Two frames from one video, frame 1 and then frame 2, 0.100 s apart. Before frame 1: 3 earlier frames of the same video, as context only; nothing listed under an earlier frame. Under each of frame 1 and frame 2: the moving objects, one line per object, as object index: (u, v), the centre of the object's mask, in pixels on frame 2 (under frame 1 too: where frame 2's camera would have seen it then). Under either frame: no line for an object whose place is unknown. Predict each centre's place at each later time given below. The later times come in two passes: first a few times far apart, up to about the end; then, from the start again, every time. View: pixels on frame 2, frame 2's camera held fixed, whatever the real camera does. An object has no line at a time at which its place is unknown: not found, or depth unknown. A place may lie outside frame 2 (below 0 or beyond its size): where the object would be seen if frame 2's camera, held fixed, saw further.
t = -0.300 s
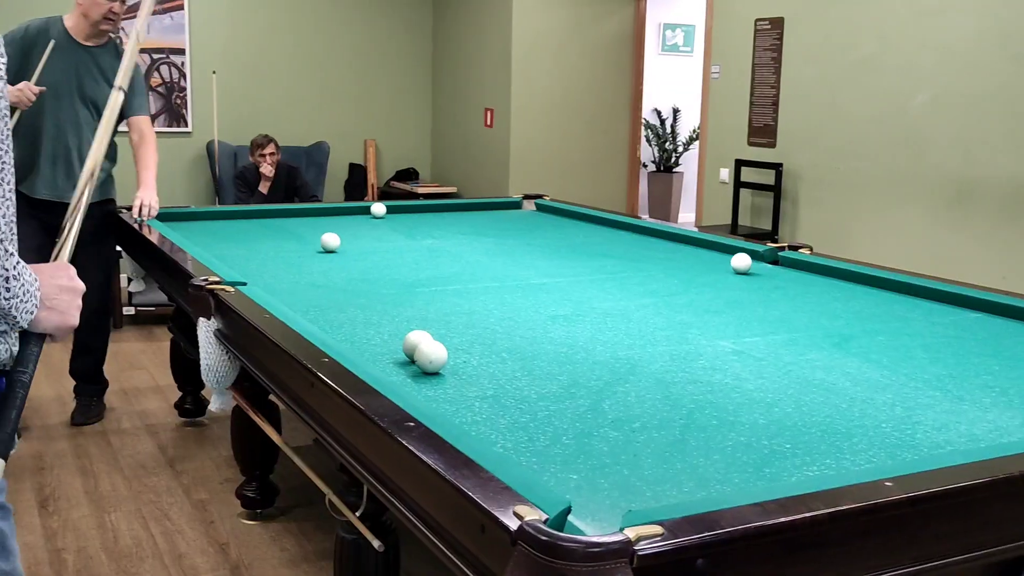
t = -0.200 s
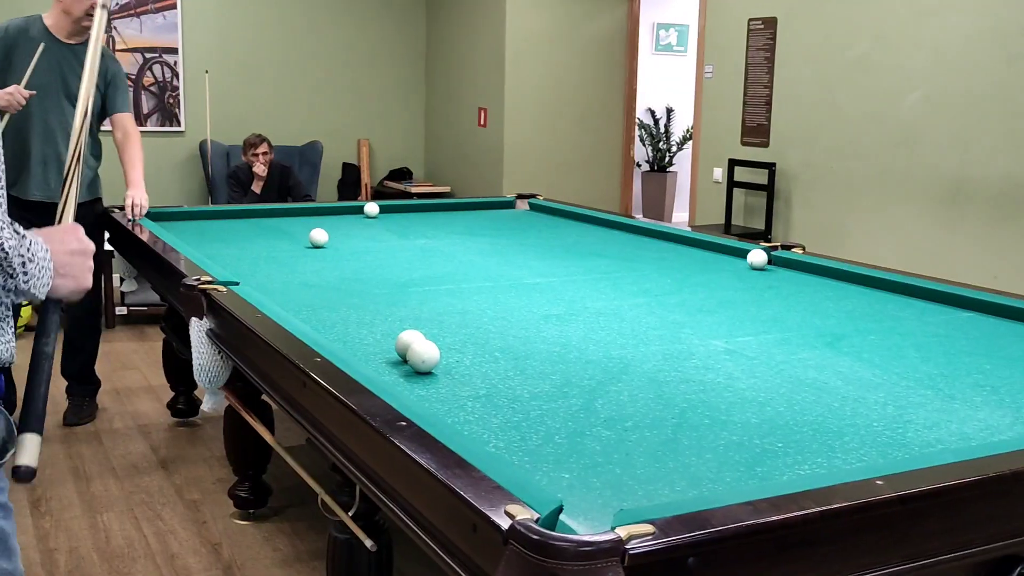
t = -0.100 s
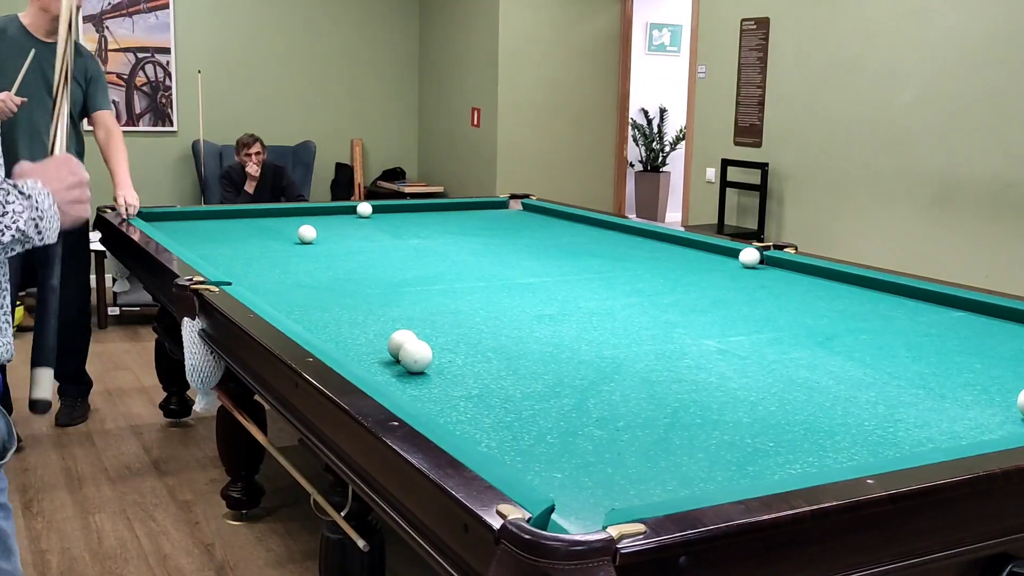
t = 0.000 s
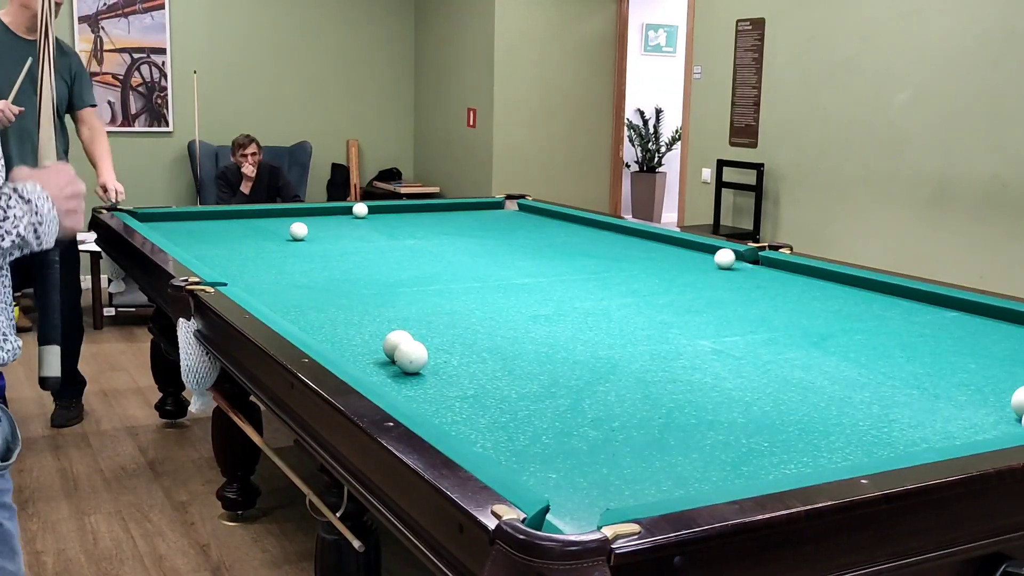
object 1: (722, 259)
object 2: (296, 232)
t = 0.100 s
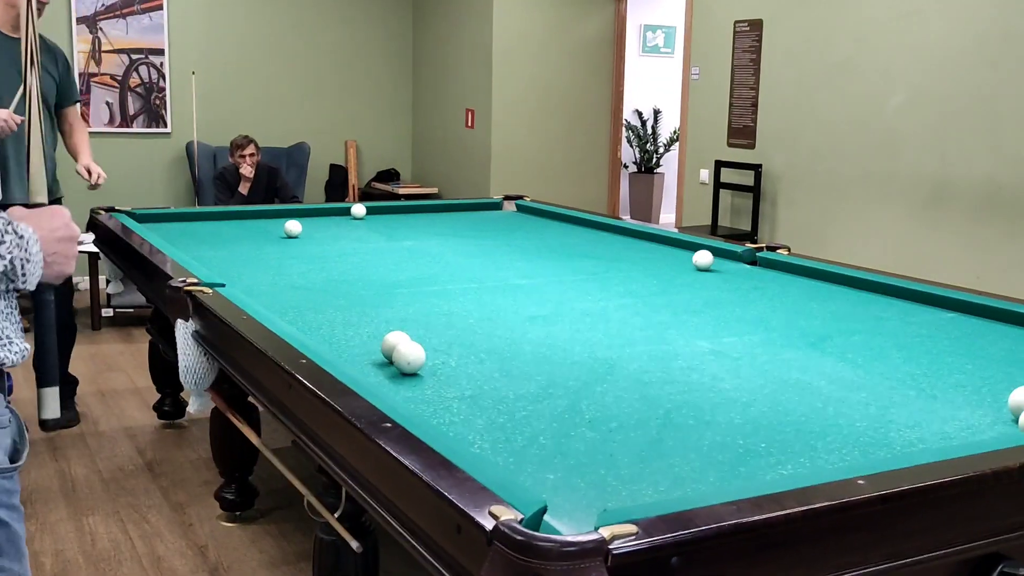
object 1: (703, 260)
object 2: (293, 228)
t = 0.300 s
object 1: (661, 260)
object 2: (286, 221)
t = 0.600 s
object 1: (604, 263)
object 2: (276, 214)
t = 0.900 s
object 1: (545, 264)
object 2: (284, 214)
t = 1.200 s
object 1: (486, 266)
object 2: (302, 218)
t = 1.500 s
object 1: (428, 268)
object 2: (320, 222)
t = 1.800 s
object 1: (370, 269)
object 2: (337, 226)
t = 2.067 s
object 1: (318, 271)
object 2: (353, 230)
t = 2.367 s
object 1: (260, 272)
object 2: (371, 234)
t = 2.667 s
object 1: (230, 272)
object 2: (388, 238)
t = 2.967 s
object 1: (260, 270)
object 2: (405, 242)
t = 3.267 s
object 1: (288, 268)
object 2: (422, 246)
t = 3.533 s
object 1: (311, 265)
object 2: (436, 249)
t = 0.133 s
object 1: (697, 260)
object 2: (291, 227)
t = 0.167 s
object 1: (692, 260)
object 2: (289, 225)
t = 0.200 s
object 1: (684, 261)
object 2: (289, 225)
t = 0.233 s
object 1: (677, 261)
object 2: (288, 224)
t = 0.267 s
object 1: (669, 261)
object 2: (287, 223)
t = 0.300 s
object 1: (661, 260)
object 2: (286, 221)
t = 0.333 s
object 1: (657, 261)
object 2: (284, 221)
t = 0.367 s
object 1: (650, 261)
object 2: (283, 220)
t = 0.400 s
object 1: (644, 262)
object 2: (282, 219)
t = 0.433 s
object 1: (637, 262)
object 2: (281, 218)
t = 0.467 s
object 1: (631, 262)
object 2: (280, 217)
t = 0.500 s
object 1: (624, 262)
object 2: (279, 216)
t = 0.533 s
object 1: (618, 262)
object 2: (278, 216)
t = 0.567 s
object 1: (611, 262)
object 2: (277, 215)
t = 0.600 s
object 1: (604, 263)
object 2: (276, 214)
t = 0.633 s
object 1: (598, 263)
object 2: (275, 213)
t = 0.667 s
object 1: (591, 263)
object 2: (274, 212)
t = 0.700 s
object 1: (585, 263)
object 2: (273, 211)
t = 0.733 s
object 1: (578, 263)
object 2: (275, 212)
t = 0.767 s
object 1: (572, 264)
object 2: (277, 212)
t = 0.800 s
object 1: (565, 264)
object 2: (279, 213)
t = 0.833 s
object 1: (559, 264)
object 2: (281, 213)
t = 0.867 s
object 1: (552, 264)
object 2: (283, 213)
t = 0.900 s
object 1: (545, 264)
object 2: (284, 214)
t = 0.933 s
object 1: (539, 265)
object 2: (286, 214)
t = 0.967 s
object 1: (532, 265)
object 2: (288, 215)
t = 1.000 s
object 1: (526, 265)
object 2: (290, 215)
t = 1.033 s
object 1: (519, 265)
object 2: (292, 216)
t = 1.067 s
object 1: (513, 265)
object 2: (294, 216)
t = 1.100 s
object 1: (506, 265)
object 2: (296, 217)
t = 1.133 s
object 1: (500, 266)
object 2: (298, 217)
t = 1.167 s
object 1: (493, 266)
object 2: (300, 217)
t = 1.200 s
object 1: (486, 266)
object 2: (302, 218)
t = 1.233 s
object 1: (480, 266)
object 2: (304, 218)
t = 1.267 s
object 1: (473, 266)
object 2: (306, 219)
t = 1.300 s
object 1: (467, 267)
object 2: (308, 219)
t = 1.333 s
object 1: (461, 267)
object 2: (310, 220)
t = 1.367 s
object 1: (454, 267)
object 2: (312, 220)
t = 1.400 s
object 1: (447, 267)
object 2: (314, 221)
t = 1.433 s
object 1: (441, 267)
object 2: (316, 221)
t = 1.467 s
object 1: (434, 267)
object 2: (318, 221)
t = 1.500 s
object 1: (428, 268)
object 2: (320, 222)
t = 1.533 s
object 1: (421, 268)
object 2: (322, 222)
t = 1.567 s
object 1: (415, 268)
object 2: (324, 223)
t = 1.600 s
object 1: (408, 268)
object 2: (326, 223)
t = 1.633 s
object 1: (402, 268)
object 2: (328, 224)
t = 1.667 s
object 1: (395, 268)
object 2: (330, 224)
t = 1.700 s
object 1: (389, 269)
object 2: (331, 225)
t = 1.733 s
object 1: (383, 269)
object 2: (334, 225)
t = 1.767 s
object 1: (376, 269)
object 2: (336, 225)
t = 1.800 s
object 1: (370, 269)
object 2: (337, 226)
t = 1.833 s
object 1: (363, 269)
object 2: (339, 226)
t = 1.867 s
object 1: (356, 270)
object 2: (341, 227)
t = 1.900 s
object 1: (350, 270)
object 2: (343, 227)
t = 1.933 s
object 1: (343, 270)
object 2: (345, 228)
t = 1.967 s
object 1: (337, 270)
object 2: (347, 228)
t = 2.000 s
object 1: (331, 270)
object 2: (349, 229)
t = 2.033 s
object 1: (324, 270)
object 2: (351, 229)
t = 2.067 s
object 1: (318, 271)
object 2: (353, 230)
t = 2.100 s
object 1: (311, 271)
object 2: (355, 230)
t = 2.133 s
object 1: (305, 271)
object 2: (357, 230)
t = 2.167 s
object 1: (298, 271)
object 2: (359, 231)
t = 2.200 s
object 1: (292, 272)
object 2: (361, 231)
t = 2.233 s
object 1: (286, 271)
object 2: (363, 232)
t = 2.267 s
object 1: (279, 271)
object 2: (365, 232)
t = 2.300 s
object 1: (273, 272)
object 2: (367, 233)
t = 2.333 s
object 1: (267, 272)
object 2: (369, 233)
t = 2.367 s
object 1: (260, 272)
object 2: (371, 234)
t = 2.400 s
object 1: (254, 273)
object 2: (373, 234)
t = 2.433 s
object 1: (248, 273)
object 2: (375, 235)
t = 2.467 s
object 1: (241, 273)
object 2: (377, 235)
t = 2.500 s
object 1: (235, 273)
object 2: (379, 235)
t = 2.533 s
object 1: (229, 273)
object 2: (381, 236)
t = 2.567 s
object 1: (224, 272)
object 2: (382, 236)
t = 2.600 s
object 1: (224, 271)
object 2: (384, 237)
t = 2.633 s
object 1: (227, 272)
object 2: (386, 237)
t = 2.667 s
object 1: (230, 272)
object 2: (388, 238)
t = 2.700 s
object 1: (233, 272)
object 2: (390, 238)
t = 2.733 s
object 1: (237, 272)
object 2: (392, 239)
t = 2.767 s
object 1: (240, 272)
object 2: (394, 239)
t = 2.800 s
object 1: (244, 271)
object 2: (396, 240)
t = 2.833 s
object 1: (247, 271)
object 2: (398, 240)
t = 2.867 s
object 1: (251, 271)
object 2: (400, 241)
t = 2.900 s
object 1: (254, 270)
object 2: (401, 241)
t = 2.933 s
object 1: (257, 270)
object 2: (403, 241)
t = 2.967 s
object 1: (260, 270)
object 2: (405, 242)
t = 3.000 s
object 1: (264, 269)
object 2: (407, 242)
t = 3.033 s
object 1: (267, 269)
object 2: (409, 243)
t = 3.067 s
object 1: (270, 269)
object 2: (411, 243)
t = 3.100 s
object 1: (273, 269)
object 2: (413, 244)
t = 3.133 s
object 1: (276, 269)
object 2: (414, 244)
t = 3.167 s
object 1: (279, 268)
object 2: (416, 245)
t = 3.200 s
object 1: (282, 268)
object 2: (418, 245)
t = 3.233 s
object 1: (285, 268)
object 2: (420, 245)
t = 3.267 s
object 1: (288, 268)
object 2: (422, 246)
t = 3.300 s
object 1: (291, 267)
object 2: (424, 246)
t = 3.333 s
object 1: (294, 267)
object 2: (425, 247)
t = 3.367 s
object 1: (297, 267)
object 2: (427, 247)
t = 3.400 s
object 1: (300, 267)
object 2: (429, 248)
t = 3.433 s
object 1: (303, 266)
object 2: (431, 248)
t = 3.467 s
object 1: (306, 266)
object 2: (432, 248)
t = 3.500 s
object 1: (308, 266)
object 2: (434, 249)
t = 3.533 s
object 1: (311, 265)
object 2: (436, 249)
